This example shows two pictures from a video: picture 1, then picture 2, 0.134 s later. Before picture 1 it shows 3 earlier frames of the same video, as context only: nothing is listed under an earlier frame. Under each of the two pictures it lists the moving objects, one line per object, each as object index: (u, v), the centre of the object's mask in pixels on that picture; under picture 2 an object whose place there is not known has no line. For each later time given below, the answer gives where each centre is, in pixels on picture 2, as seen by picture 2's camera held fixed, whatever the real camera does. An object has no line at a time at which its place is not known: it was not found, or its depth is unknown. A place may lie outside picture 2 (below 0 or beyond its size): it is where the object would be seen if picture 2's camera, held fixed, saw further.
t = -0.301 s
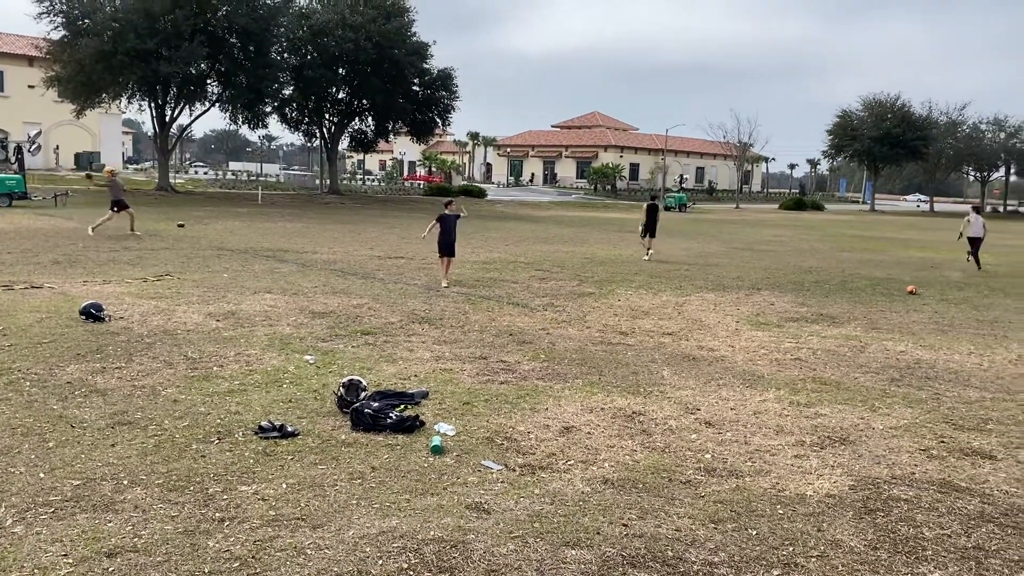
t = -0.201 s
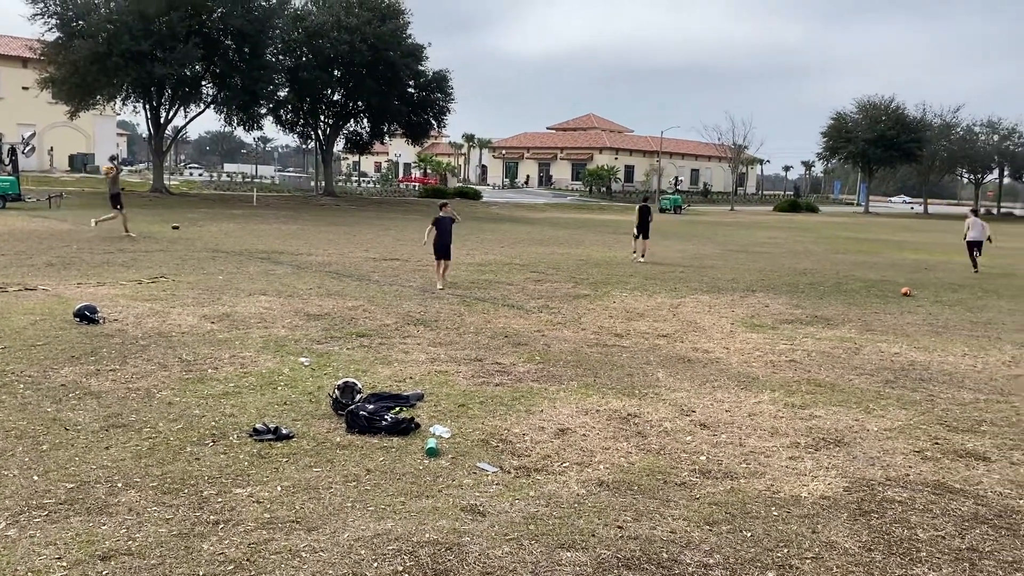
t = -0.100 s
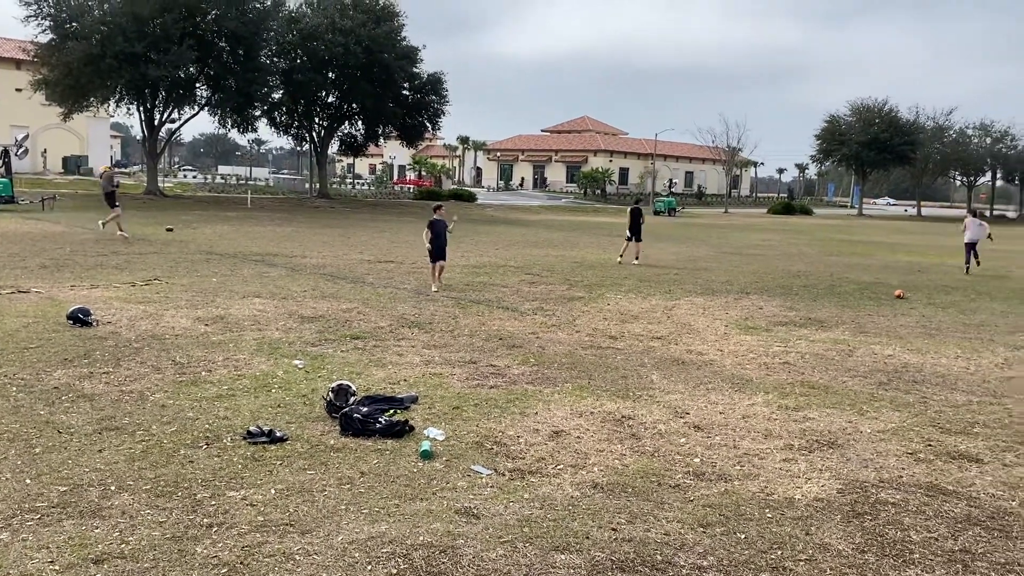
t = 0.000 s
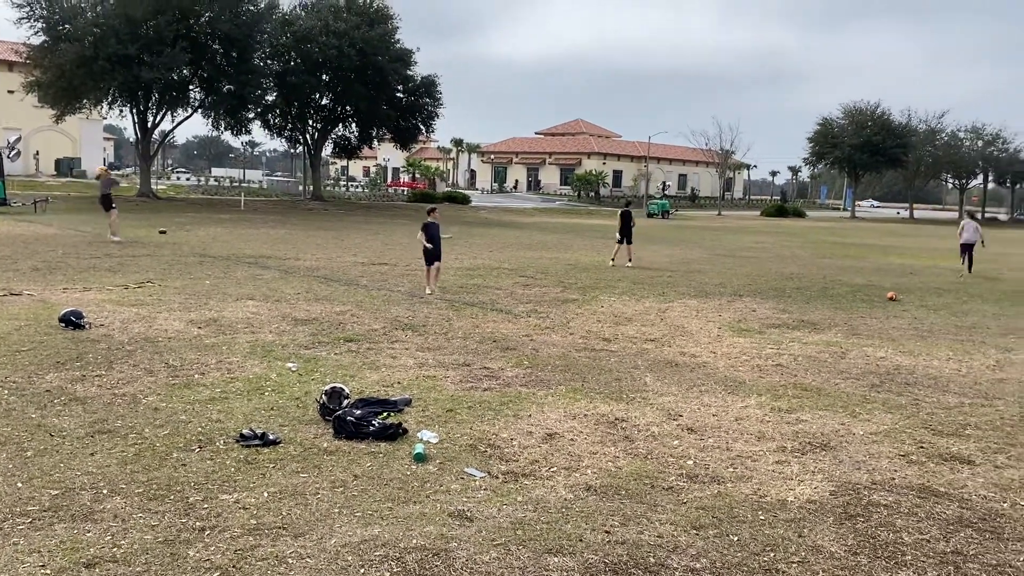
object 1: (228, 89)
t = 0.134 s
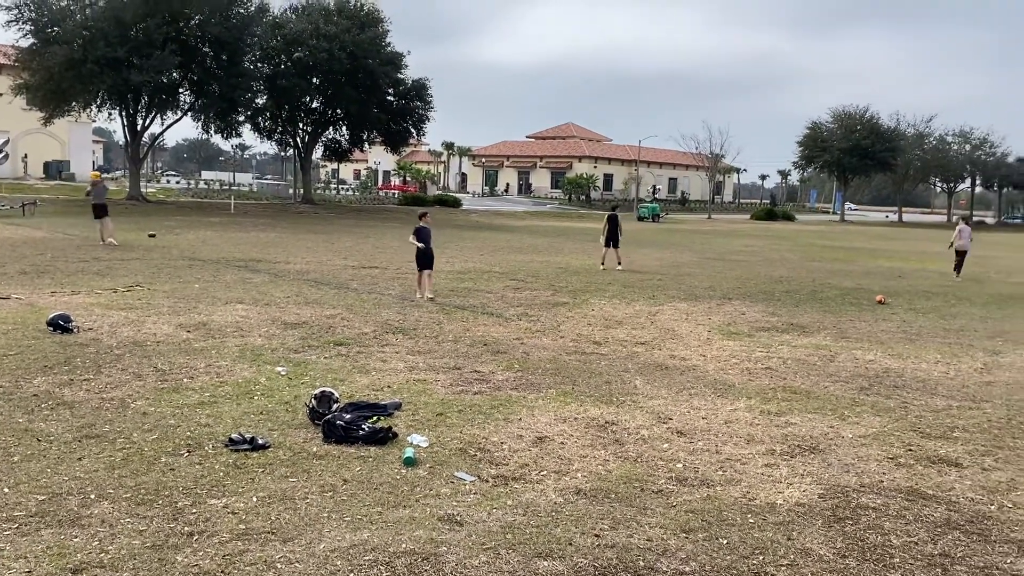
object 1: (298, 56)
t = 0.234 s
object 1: (354, 34)
